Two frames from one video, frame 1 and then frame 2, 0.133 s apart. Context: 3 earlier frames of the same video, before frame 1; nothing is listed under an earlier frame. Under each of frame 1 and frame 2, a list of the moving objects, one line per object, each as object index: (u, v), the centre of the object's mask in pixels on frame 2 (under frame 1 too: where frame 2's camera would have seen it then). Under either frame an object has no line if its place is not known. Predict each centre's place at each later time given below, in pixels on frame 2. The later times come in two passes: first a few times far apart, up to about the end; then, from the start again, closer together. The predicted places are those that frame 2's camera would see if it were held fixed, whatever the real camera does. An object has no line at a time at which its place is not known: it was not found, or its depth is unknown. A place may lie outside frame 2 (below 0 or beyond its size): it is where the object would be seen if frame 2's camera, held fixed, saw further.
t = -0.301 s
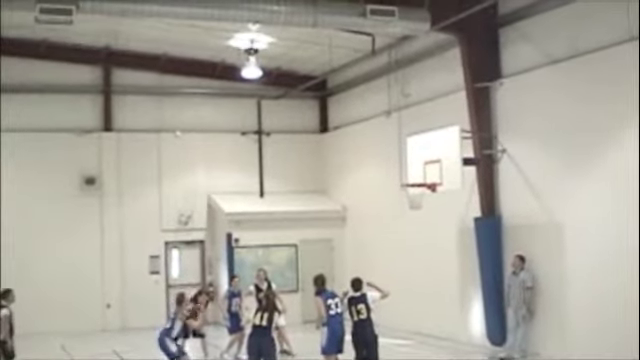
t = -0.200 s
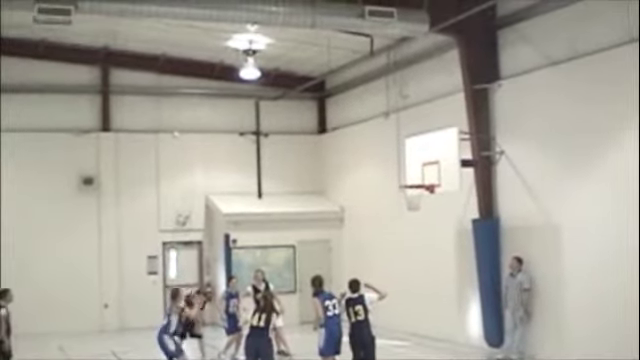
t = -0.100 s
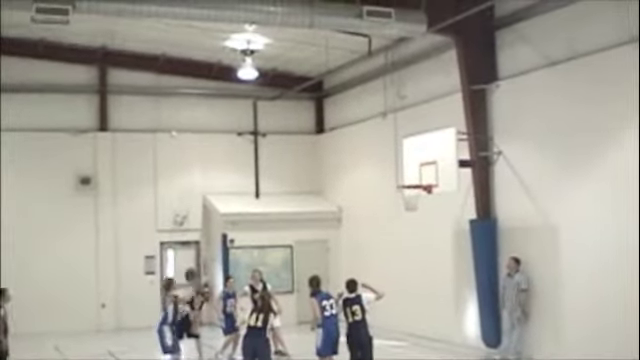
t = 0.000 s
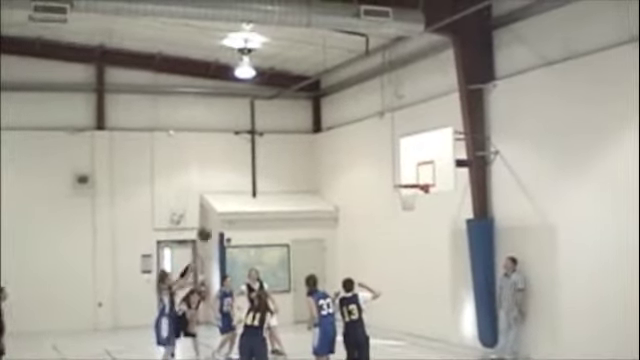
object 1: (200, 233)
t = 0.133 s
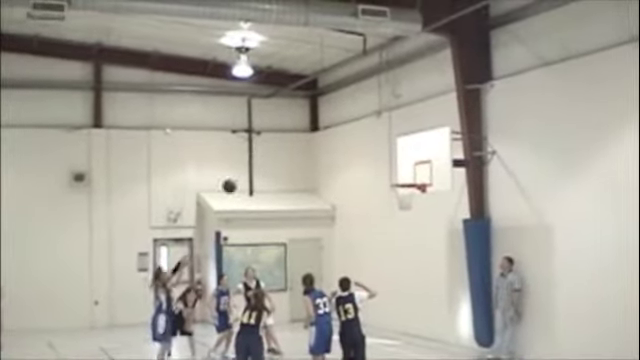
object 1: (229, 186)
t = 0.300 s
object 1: (263, 146)
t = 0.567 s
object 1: (316, 117)
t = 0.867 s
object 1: (370, 139)
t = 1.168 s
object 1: (409, 193)
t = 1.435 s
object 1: (401, 205)
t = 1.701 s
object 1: (403, 235)
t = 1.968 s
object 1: (407, 307)
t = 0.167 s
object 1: (235, 176)
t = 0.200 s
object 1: (241, 168)
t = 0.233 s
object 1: (249, 160)
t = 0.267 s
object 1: (257, 152)
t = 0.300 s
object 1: (263, 146)
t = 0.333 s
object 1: (269, 140)
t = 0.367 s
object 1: (276, 135)
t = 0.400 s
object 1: (283, 131)
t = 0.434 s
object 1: (289, 126)
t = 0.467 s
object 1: (295, 124)
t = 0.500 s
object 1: (302, 121)
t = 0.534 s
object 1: (308, 119)
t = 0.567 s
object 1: (316, 117)
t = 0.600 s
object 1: (321, 118)
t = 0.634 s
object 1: (327, 119)
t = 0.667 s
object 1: (334, 119)
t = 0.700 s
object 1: (340, 121)
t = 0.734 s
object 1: (346, 124)
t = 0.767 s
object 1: (352, 126)
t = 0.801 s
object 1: (358, 131)
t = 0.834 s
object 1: (364, 134)
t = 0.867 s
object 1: (370, 139)
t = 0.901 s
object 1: (376, 144)
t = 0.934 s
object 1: (382, 150)
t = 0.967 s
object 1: (388, 156)
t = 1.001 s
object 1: (394, 163)
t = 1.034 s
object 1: (399, 170)
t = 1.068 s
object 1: (406, 178)
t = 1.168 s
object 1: (409, 193)
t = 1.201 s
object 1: (408, 195)
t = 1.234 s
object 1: (407, 196)
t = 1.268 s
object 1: (406, 198)
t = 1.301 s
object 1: (404, 200)
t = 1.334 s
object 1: (402, 201)
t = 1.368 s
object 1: (401, 203)
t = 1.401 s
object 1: (401, 204)
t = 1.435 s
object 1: (401, 205)
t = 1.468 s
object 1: (401, 206)
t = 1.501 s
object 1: (401, 209)
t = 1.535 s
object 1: (401, 212)
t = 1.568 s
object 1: (401, 216)
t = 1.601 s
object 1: (402, 220)
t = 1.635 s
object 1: (402, 224)
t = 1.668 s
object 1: (403, 230)
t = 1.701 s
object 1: (403, 235)
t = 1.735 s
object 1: (404, 242)
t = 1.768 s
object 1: (404, 250)
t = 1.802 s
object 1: (405, 257)
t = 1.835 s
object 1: (405, 266)
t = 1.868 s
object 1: (405, 275)
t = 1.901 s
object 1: (406, 285)
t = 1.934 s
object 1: (406, 295)
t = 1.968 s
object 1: (407, 307)
